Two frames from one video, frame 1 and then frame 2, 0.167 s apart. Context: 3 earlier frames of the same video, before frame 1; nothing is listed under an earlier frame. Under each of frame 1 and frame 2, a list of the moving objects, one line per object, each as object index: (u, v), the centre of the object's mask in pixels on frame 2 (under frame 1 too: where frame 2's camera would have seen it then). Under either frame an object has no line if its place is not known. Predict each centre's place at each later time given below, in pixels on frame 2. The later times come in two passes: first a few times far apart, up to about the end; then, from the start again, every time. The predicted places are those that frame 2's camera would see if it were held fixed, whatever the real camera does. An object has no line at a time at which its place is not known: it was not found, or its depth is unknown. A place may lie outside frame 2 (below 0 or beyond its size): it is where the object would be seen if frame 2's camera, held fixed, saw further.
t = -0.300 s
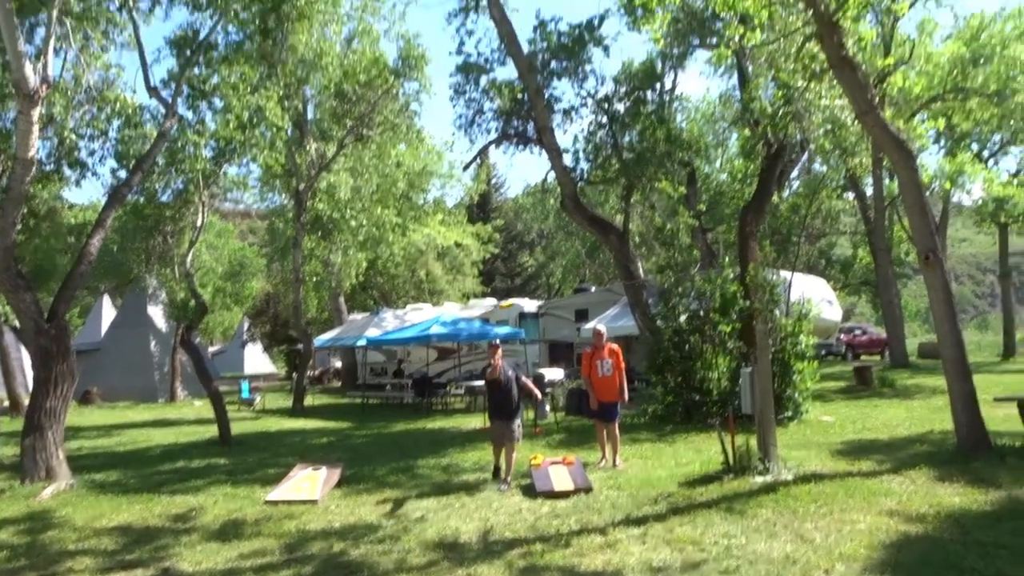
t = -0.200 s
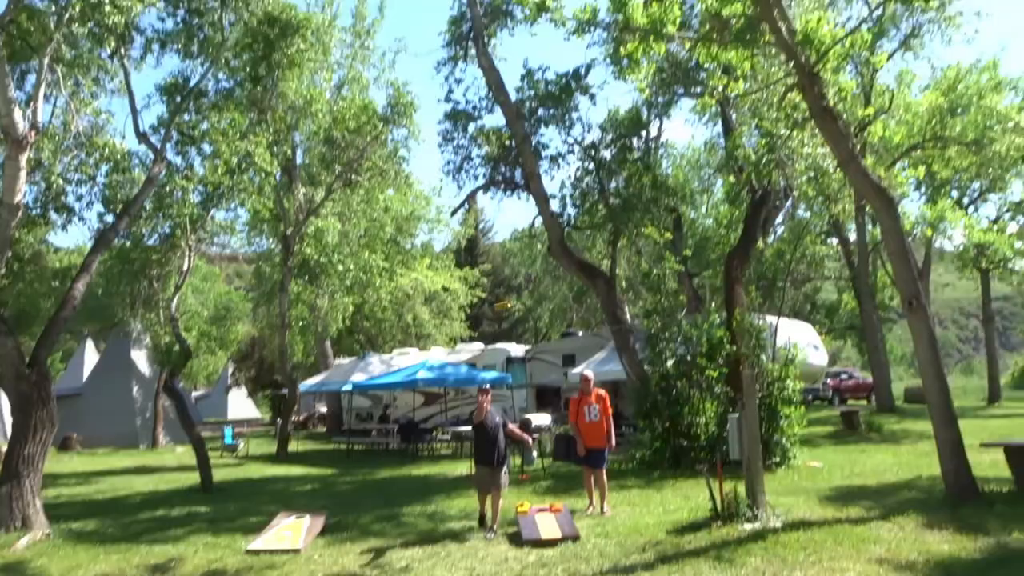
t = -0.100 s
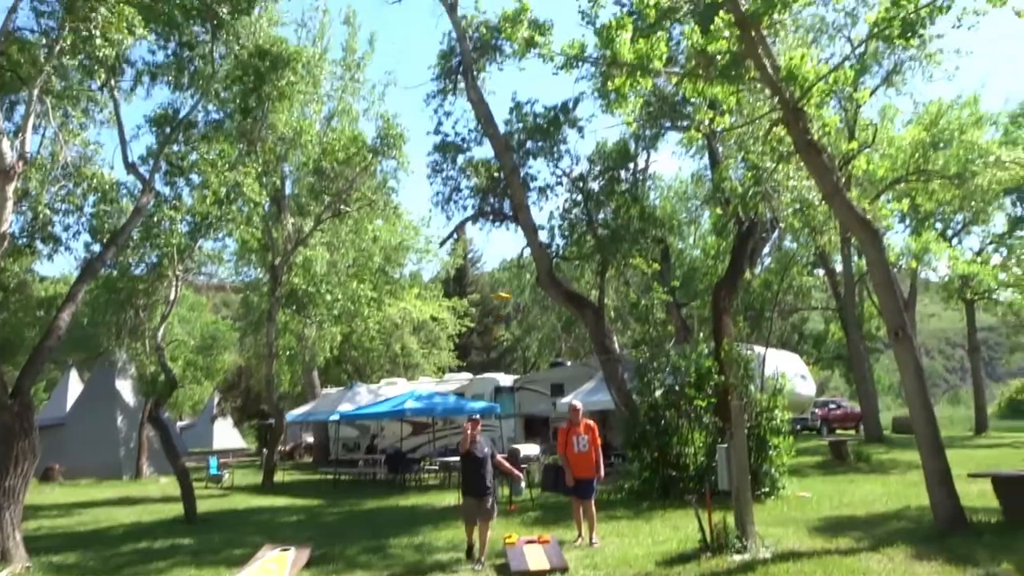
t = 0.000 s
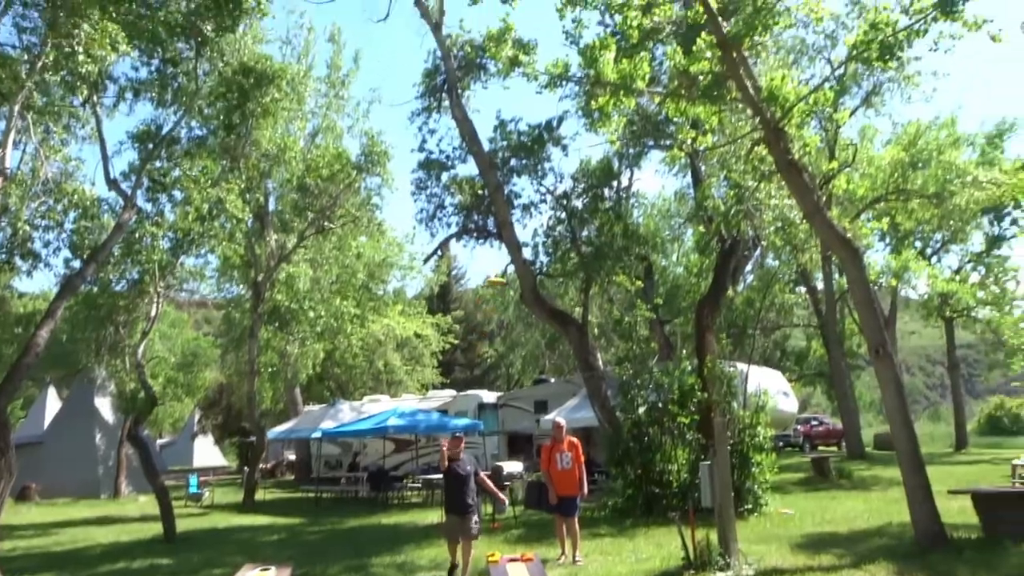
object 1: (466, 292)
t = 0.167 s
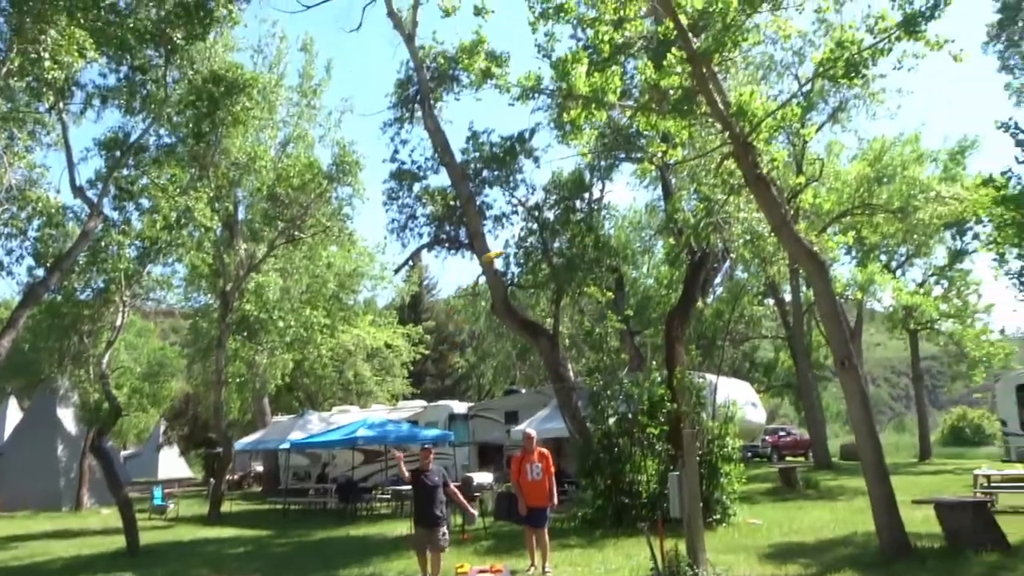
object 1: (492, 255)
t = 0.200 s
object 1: (498, 252)
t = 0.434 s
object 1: (556, 264)
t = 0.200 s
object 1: (498, 252)
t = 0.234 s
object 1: (502, 251)
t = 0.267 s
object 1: (511, 248)
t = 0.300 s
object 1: (518, 248)
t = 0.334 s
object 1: (527, 248)
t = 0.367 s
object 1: (535, 252)
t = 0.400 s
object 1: (545, 256)
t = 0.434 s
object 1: (556, 264)
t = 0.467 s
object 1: (567, 274)
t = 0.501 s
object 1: (579, 286)
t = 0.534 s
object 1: (593, 300)
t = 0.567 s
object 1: (607, 322)
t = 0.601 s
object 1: (622, 344)
